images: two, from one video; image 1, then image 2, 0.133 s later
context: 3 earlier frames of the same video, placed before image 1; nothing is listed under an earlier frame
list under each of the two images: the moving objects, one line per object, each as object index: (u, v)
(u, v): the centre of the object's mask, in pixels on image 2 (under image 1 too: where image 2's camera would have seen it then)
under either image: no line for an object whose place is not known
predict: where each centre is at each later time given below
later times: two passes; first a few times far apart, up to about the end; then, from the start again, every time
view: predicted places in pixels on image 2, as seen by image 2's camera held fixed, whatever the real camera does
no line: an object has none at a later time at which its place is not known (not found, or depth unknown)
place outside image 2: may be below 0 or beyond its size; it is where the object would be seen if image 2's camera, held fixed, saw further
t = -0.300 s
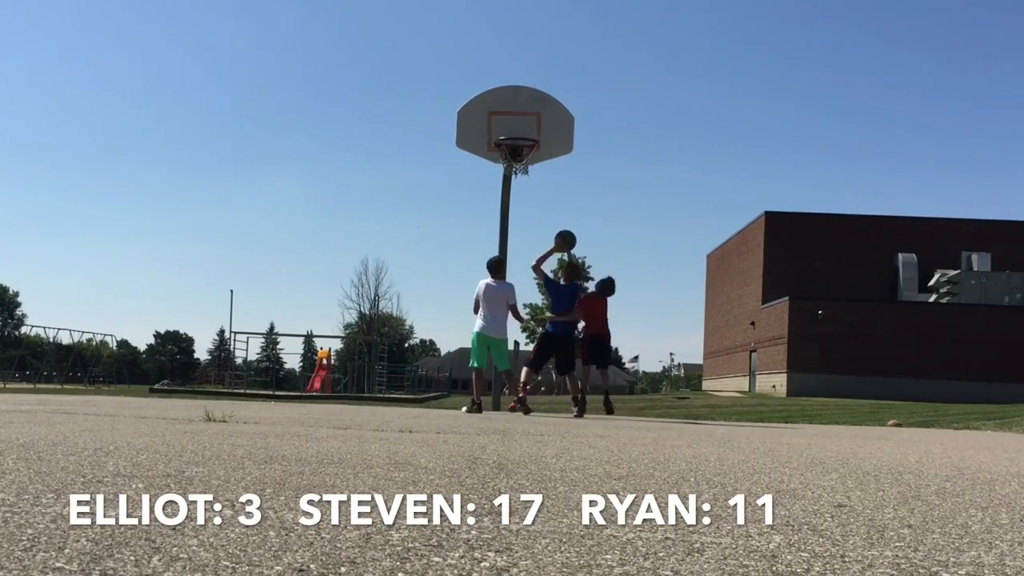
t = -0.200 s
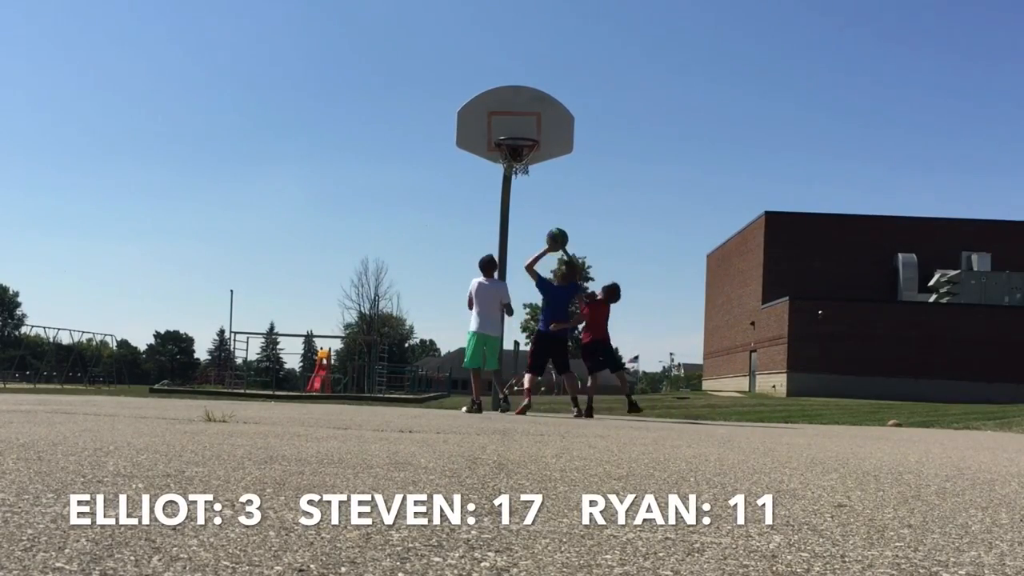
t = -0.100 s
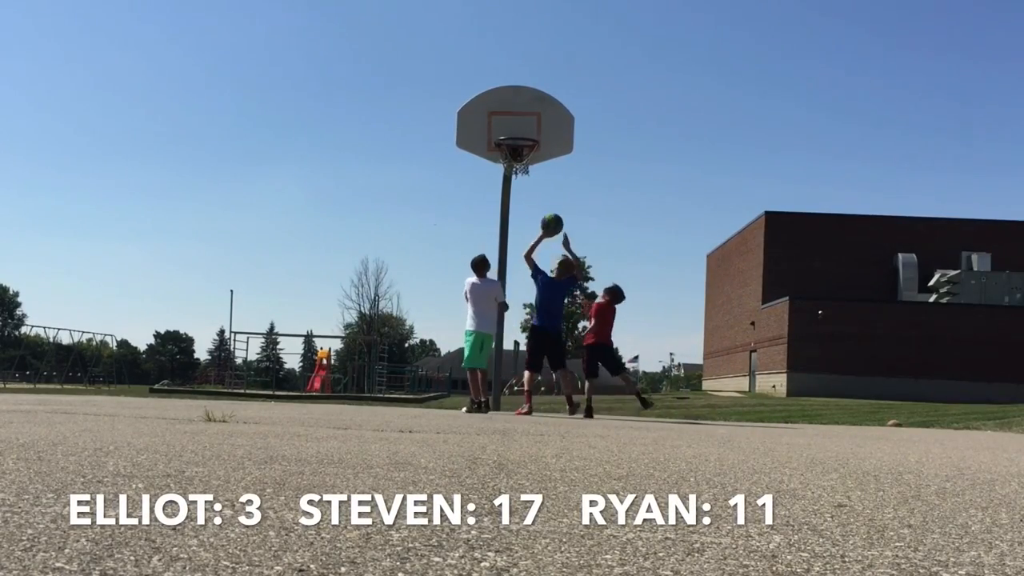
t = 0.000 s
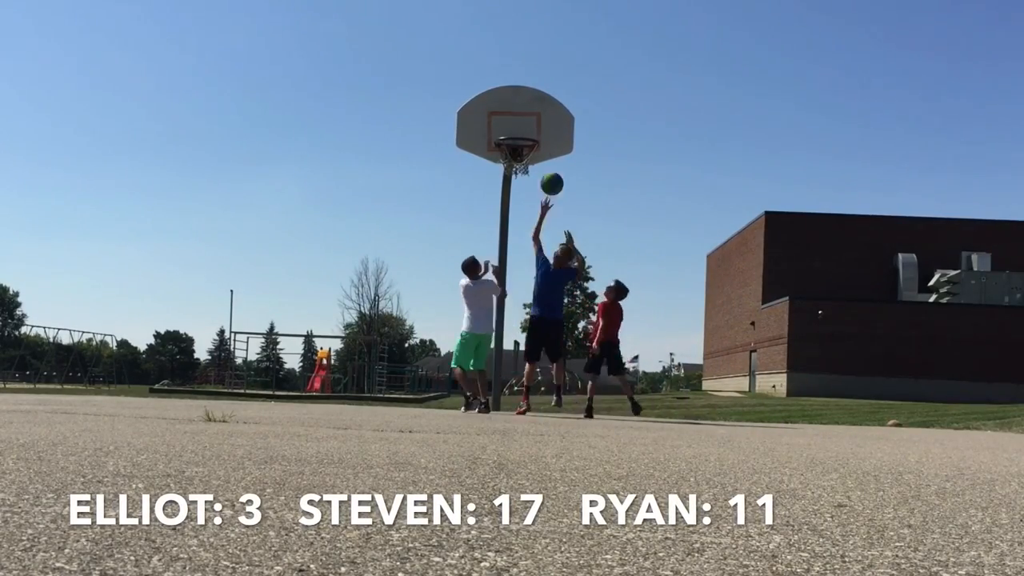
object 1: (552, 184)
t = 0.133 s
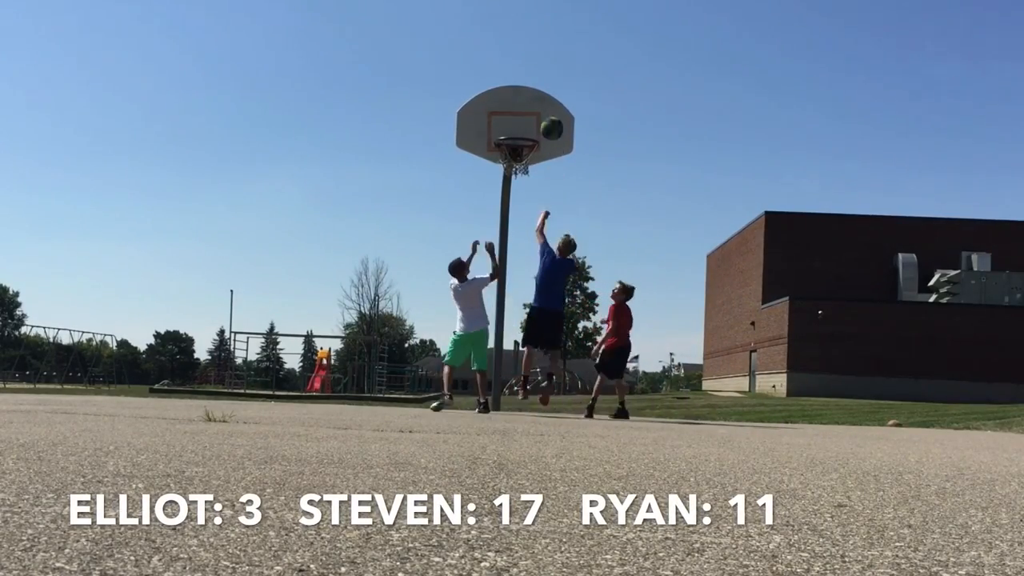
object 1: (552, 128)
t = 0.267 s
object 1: (551, 91)
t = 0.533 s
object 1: (547, 65)
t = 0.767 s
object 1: (541, 94)
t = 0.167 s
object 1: (552, 117)
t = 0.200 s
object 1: (551, 108)
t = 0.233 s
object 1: (551, 99)
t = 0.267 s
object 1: (551, 91)
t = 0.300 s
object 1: (551, 84)
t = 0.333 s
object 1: (550, 78)
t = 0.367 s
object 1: (550, 73)
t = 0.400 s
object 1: (550, 70)
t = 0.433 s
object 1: (549, 67)
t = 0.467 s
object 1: (548, 65)
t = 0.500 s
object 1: (548, 64)
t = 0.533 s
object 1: (547, 65)
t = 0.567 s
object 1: (546, 66)
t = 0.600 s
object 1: (546, 68)
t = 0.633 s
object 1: (545, 71)
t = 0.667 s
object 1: (544, 76)
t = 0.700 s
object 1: (543, 81)
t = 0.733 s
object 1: (542, 87)
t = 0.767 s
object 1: (541, 94)
